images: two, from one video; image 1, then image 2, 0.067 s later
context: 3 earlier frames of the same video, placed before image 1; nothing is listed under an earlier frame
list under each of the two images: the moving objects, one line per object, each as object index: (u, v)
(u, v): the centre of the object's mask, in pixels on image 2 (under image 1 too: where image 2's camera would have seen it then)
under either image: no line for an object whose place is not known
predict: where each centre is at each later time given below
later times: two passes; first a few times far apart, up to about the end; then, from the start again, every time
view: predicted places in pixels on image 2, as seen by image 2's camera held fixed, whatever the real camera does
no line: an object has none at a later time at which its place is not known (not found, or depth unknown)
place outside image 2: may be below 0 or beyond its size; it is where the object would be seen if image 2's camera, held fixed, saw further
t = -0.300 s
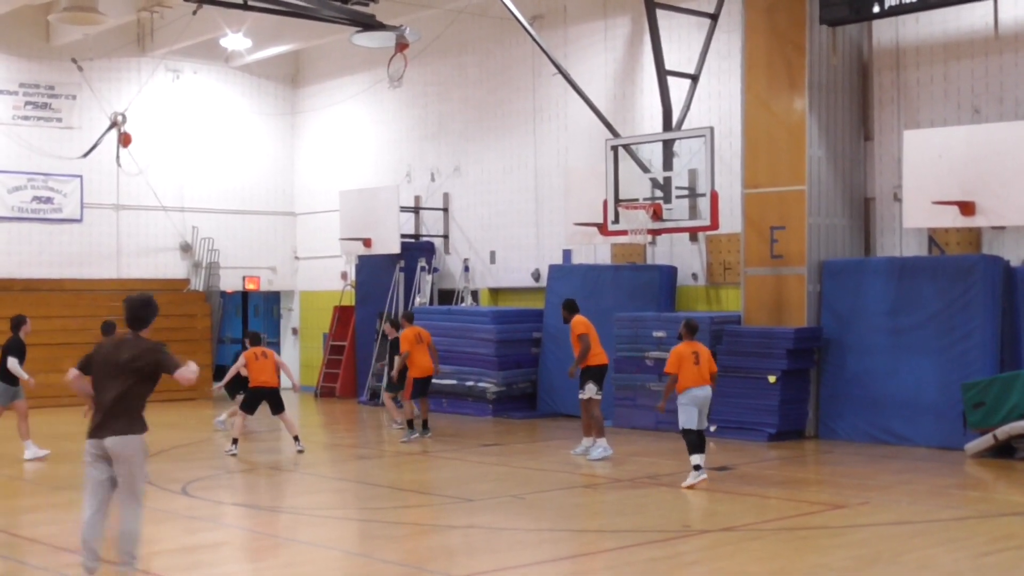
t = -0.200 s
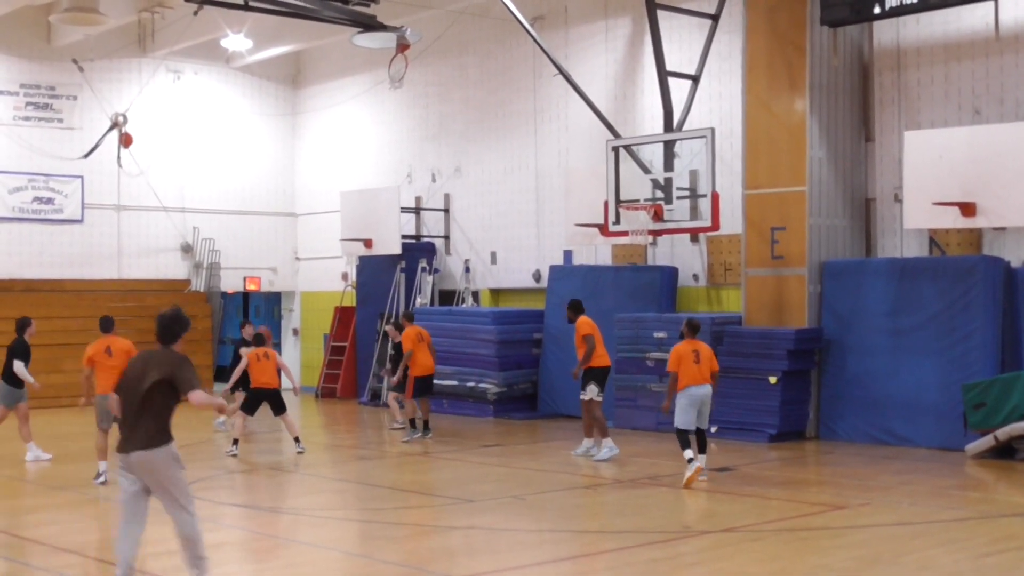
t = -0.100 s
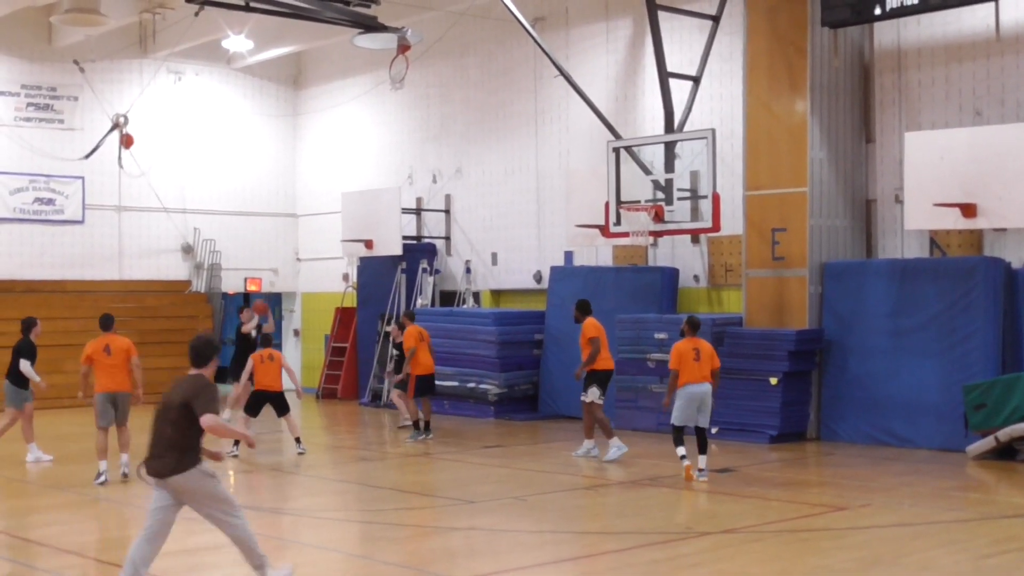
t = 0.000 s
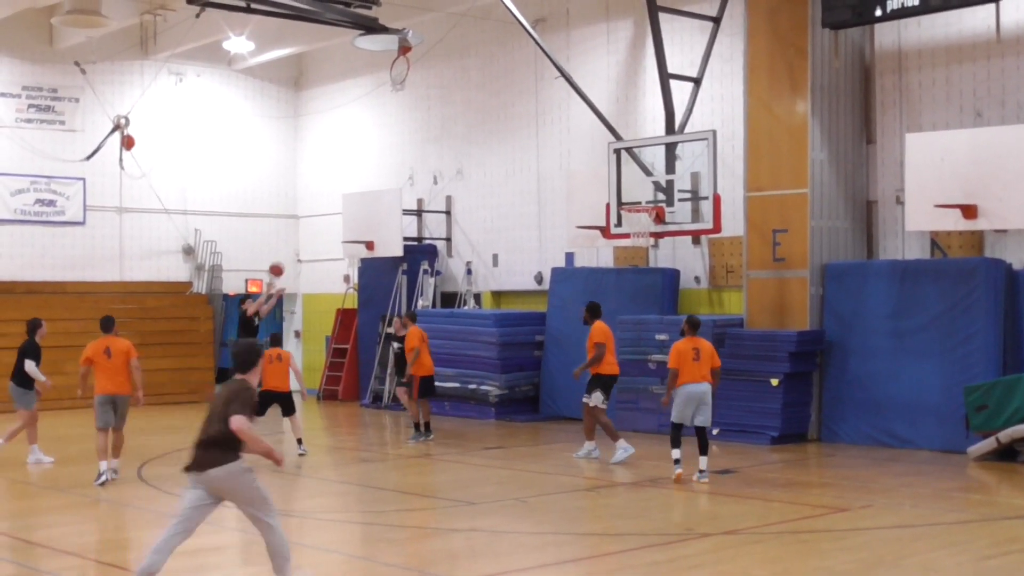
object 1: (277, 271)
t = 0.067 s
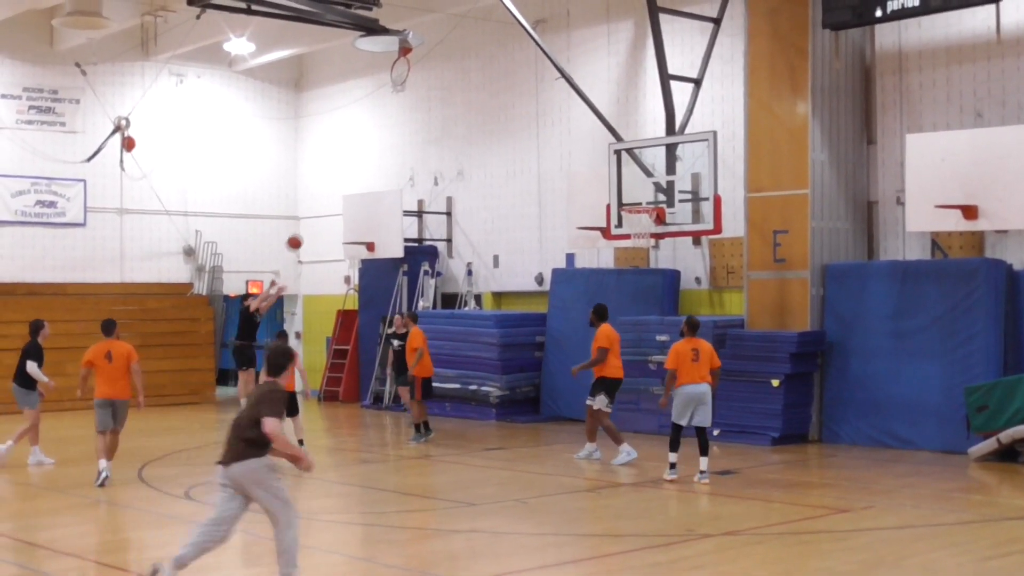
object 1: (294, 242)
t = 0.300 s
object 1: (358, 161)
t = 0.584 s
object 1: (439, 107)
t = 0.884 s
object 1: (531, 108)
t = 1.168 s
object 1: (625, 170)
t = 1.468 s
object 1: (620, 130)
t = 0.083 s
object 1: (299, 236)
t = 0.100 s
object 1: (303, 229)
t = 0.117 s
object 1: (308, 223)
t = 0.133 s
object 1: (313, 216)
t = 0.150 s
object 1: (317, 210)
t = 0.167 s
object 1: (321, 204)
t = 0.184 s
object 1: (326, 198)
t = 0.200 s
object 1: (331, 192)
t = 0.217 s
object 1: (335, 186)
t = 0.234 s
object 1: (340, 181)
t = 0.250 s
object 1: (344, 176)
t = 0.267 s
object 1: (349, 171)
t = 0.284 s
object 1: (354, 166)
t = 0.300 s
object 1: (358, 161)
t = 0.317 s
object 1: (363, 157)
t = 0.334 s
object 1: (367, 152)
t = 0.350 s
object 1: (372, 148)
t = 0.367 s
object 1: (377, 144)
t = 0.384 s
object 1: (382, 140)
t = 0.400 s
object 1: (386, 136)
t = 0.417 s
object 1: (391, 133)
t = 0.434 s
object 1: (396, 129)
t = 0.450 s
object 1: (400, 126)
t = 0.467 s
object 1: (405, 123)
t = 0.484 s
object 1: (410, 121)
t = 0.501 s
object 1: (415, 118)
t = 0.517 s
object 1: (419, 115)
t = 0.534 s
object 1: (424, 113)
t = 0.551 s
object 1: (429, 111)
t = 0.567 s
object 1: (434, 109)
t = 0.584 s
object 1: (439, 107)
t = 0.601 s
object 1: (444, 106)
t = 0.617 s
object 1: (449, 104)
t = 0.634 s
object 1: (454, 103)
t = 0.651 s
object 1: (459, 102)
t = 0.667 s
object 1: (464, 101)
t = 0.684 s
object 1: (469, 100)
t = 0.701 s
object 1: (474, 100)
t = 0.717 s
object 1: (479, 100)
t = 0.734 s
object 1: (484, 100)
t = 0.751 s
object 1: (489, 100)
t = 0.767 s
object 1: (494, 100)
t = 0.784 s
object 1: (500, 101)
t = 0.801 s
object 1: (505, 101)
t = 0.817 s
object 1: (510, 102)
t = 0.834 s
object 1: (515, 103)
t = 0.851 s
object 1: (520, 104)
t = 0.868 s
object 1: (526, 106)
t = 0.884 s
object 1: (531, 108)
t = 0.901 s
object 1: (536, 110)
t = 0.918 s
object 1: (542, 112)
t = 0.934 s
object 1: (547, 114)
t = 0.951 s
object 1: (553, 117)
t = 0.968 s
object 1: (558, 120)
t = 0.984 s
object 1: (563, 123)
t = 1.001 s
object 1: (569, 126)
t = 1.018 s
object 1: (574, 129)
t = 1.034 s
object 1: (580, 133)
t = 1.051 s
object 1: (585, 137)
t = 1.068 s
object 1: (591, 141)
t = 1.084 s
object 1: (596, 145)
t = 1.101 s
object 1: (602, 149)
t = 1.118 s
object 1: (607, 154)
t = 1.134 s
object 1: (613, 159)
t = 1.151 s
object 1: (619, 165)
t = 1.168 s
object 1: (625, 170)
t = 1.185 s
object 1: (630, 176)
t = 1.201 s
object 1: (636, 182)
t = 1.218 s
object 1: (642, 188)
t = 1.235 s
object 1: (648, 194)
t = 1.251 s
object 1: (653, 200)
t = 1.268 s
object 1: (653, 198)
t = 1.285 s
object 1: (650, 191)
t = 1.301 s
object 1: (647, 185)
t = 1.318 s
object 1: (644, 178)
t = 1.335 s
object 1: (642, 172)
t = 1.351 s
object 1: (640, 166)
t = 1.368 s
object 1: (637, 161)
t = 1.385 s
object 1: (634, 155)
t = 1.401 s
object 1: (631, 150)
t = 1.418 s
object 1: (628, 145)
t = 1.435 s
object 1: (625, 139)
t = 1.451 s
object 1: (622, 134)
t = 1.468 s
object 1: (620, 130)
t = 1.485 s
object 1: (617, 126)
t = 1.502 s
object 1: (615, 122)
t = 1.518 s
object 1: (612, 118)
